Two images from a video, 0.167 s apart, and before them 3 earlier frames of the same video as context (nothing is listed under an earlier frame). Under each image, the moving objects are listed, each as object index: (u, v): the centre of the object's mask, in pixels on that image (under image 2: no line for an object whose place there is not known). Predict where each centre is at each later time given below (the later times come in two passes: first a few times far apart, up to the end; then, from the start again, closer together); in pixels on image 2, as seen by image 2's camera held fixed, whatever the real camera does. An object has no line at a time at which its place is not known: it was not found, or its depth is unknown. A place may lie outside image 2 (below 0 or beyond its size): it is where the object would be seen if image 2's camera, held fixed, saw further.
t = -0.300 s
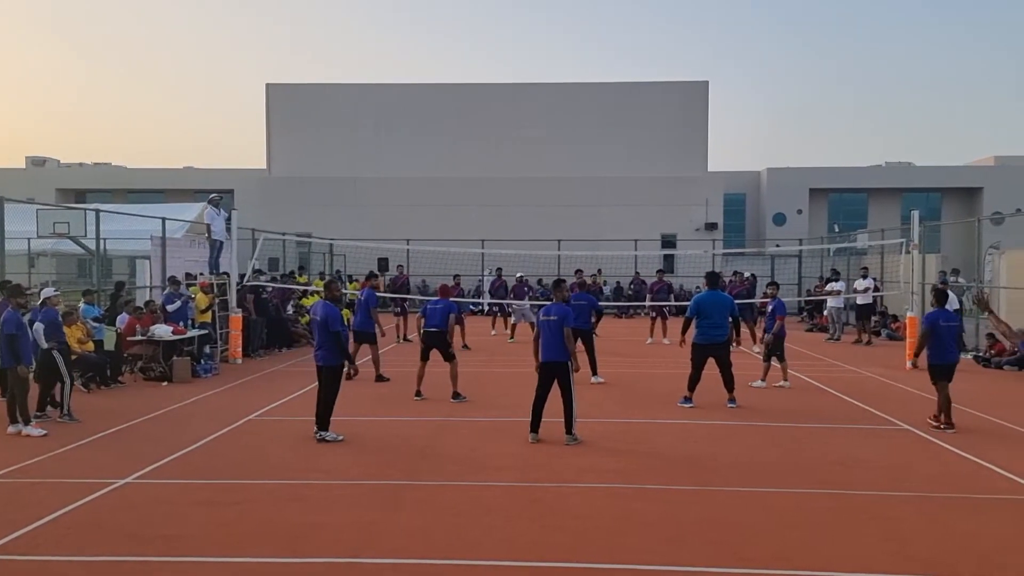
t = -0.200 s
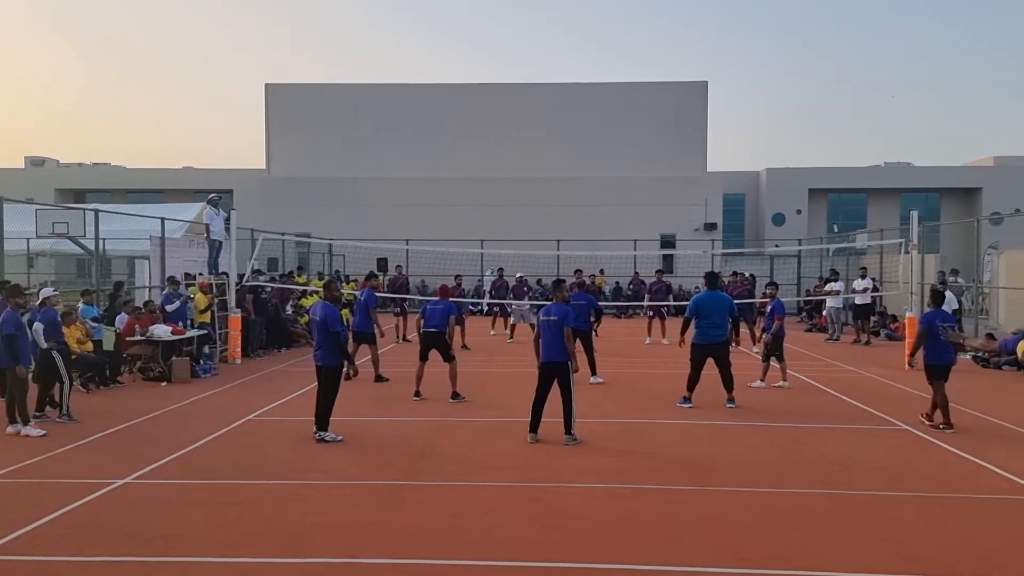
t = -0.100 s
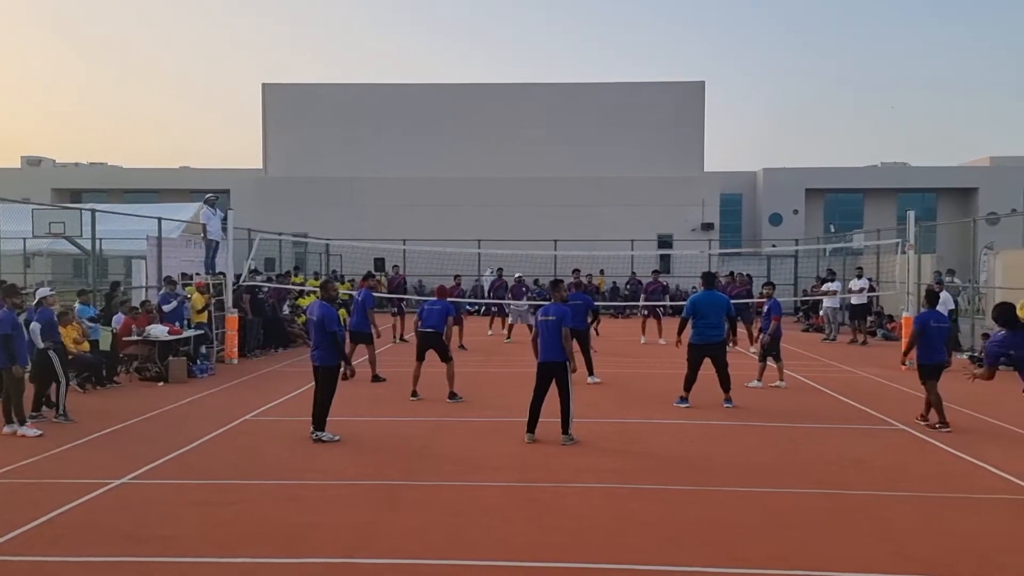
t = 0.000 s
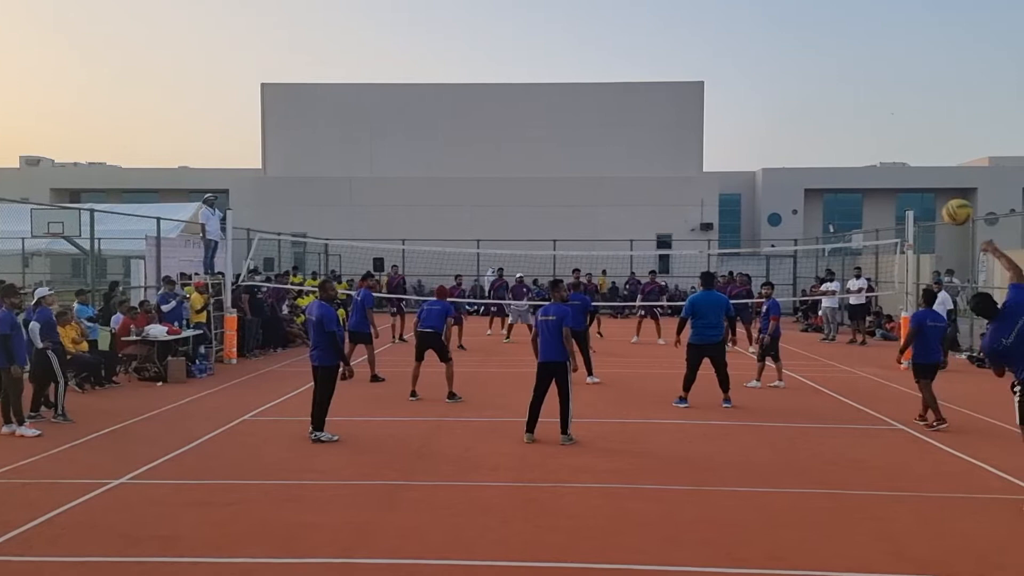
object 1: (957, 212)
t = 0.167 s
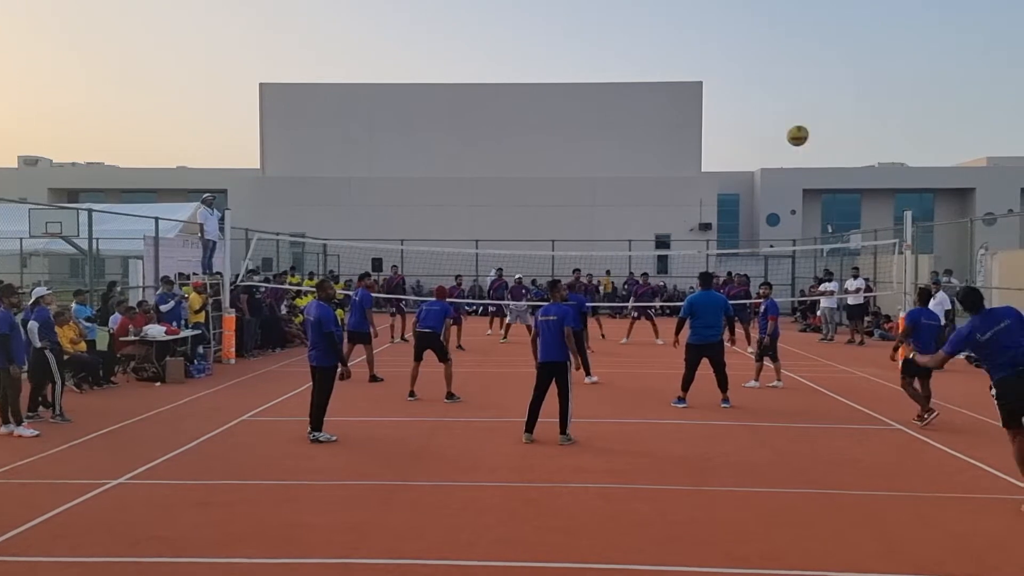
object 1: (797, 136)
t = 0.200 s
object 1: (774, 129)
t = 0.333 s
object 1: (697, 118)
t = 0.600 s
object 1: (594, 144)
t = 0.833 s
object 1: (533, 196)
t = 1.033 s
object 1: (493, 254)
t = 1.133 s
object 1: (475, 283)
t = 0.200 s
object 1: (774, 129)
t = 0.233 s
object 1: (752, 124)
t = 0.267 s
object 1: (732, 120)
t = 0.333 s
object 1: (697, 118)
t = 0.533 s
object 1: (616, 134)
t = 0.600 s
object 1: (594, 144)
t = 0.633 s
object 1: (584, 151)
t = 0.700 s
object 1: (566, 165)
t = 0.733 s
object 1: (557, 172)
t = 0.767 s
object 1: (549, 180)
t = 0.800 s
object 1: (540, 188)
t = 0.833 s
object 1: (533, 196)
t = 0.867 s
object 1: (525, 205)
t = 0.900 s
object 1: (519, 214)
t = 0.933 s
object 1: (512, 224)
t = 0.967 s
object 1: (505, 233)
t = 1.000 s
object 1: (500, 243)
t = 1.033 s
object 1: (493, 254)
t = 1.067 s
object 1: (487, 262)
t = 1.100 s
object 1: (482, 272)
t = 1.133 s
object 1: (475, 283)
